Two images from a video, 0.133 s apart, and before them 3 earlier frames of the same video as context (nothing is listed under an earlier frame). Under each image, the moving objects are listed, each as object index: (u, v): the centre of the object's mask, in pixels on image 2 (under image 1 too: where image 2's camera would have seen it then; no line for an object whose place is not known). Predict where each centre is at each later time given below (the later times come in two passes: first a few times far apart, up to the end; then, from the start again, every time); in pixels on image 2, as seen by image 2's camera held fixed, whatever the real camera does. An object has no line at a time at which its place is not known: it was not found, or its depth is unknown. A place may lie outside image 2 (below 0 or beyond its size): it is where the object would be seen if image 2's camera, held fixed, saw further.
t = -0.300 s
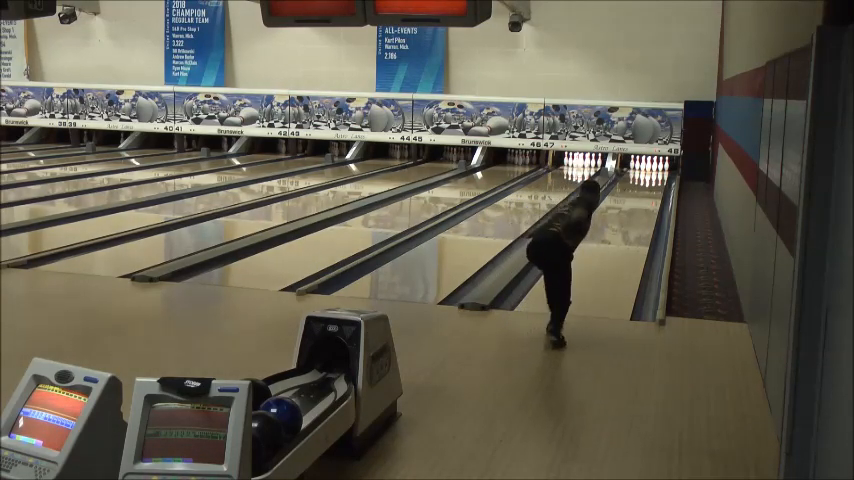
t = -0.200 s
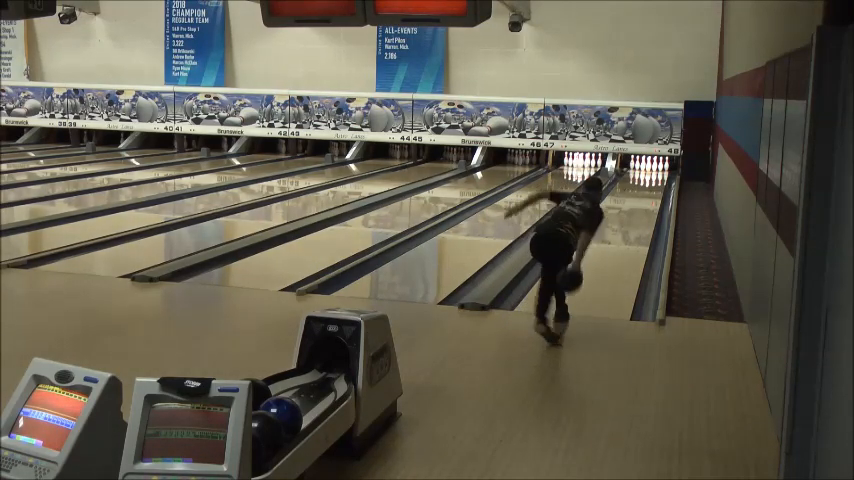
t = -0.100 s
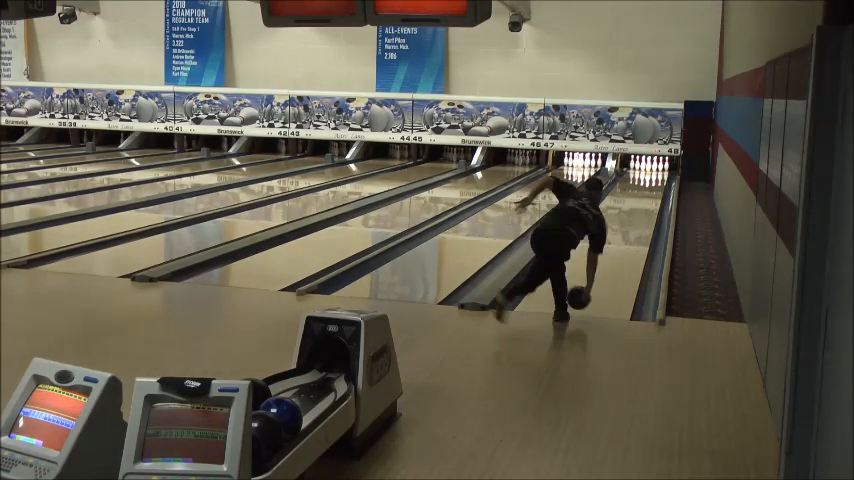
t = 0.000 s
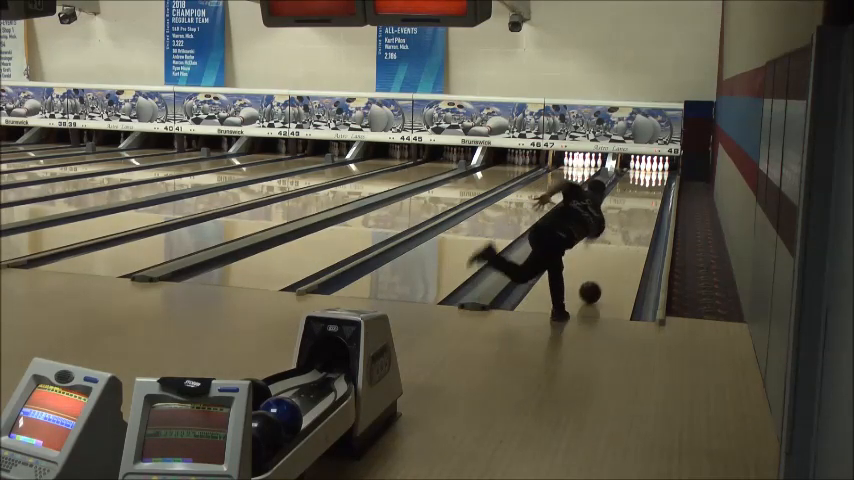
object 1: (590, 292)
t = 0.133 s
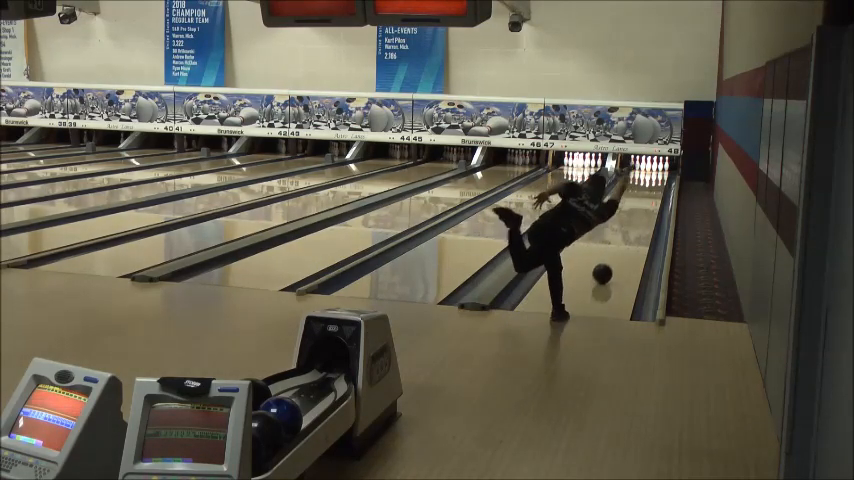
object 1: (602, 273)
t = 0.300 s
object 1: (614, 254)
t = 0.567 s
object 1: (628, 232)
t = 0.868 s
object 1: (639, 213)
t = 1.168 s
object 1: (647, 199)
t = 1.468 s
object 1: (651, 188)
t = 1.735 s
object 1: (652, 180)
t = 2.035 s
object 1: (649, 173)
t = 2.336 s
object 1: (643, 167)
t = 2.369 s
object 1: (642, 167)
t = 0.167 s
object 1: (605, 269)
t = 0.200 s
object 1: (607, 265)
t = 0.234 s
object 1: (610, 261)
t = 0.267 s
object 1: (612, 257)
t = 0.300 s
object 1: (614, 254)
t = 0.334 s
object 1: (616, 251)
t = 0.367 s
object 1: (618, 247)
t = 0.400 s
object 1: (620, 245)
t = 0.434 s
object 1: (622, 242)
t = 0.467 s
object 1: (623, 239)
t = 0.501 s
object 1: (625, 237)
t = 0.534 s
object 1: (627, 234)
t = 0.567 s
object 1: (628, 232)
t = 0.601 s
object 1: (630, 229)
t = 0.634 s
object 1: (631, 227)
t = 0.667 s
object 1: (632, 225)
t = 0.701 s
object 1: (634, 223)
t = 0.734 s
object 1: (635, 221)
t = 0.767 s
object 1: (636, 219)
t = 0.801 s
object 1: (637, 217)
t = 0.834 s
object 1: (638, 215)
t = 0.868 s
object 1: (639, 213)
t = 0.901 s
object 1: (641, 211)
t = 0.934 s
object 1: (642, 209)
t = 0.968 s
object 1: (643, 208)
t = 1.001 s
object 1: (643, 206)
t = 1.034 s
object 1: (644, 205)
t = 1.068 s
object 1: (645, 203)
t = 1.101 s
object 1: (646, 201)
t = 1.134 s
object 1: (646, 200)
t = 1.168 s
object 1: (647, 199)
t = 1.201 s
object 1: (648, 197)
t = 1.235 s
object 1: (648, 196)
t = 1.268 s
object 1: (649, 195)
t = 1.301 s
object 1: (649, 194)
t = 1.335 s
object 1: (650, 192)
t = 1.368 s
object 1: (650, 191)
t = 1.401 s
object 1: (651, 190)
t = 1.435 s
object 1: (651, 189)
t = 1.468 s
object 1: (651, 188)
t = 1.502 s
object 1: (652, 187)
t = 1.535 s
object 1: (652, 186)
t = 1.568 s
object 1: (652, 185)
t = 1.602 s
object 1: (652, 184)
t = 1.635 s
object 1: (652, 183)
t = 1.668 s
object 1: (652, 182)
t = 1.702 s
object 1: (652, 181)
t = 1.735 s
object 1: (652, 180)
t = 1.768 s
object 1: (652, 179)
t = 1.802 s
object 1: (652, 178)
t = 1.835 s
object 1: (652, 178)
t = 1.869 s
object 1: (651, 177)
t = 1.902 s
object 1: (651, 176)
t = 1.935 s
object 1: (650, 175)
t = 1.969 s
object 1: (650, 174)
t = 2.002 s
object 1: (649, 174)
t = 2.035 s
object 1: (649, 173)
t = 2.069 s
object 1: (648, 172)
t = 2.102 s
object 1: (648, 172)
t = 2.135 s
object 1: (648, 171)
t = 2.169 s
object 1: (646, 170)
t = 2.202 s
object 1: (646, 170)
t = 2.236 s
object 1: (646, 169)
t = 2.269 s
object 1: (645, 168)
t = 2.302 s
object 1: (644, 168)
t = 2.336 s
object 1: (643, 167)
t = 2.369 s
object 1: (642, 167)
